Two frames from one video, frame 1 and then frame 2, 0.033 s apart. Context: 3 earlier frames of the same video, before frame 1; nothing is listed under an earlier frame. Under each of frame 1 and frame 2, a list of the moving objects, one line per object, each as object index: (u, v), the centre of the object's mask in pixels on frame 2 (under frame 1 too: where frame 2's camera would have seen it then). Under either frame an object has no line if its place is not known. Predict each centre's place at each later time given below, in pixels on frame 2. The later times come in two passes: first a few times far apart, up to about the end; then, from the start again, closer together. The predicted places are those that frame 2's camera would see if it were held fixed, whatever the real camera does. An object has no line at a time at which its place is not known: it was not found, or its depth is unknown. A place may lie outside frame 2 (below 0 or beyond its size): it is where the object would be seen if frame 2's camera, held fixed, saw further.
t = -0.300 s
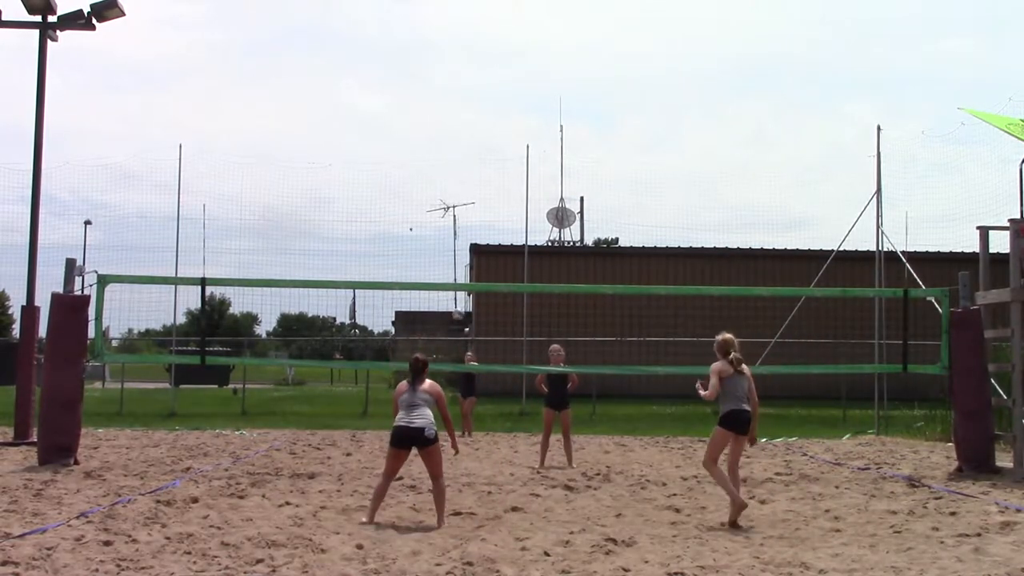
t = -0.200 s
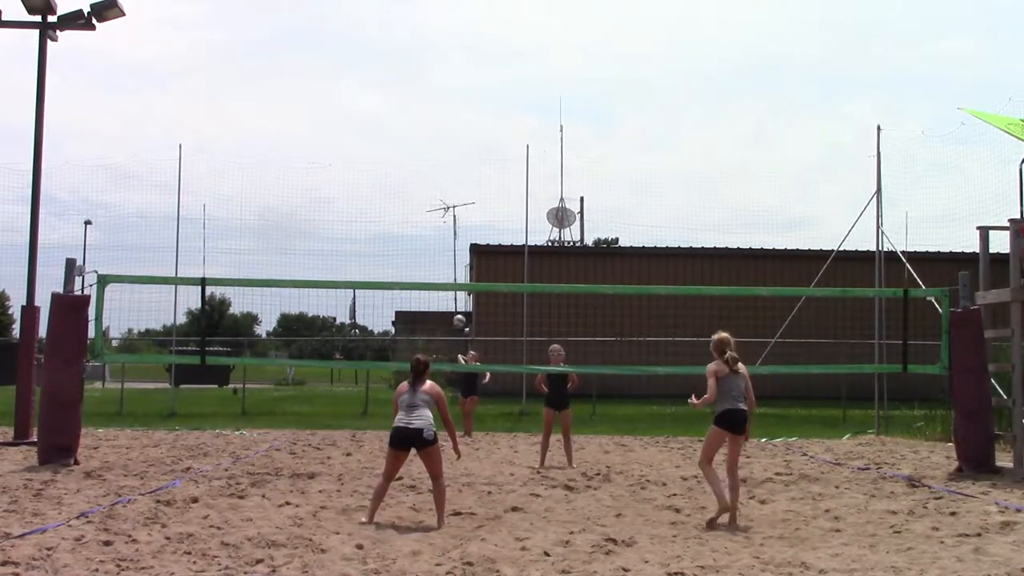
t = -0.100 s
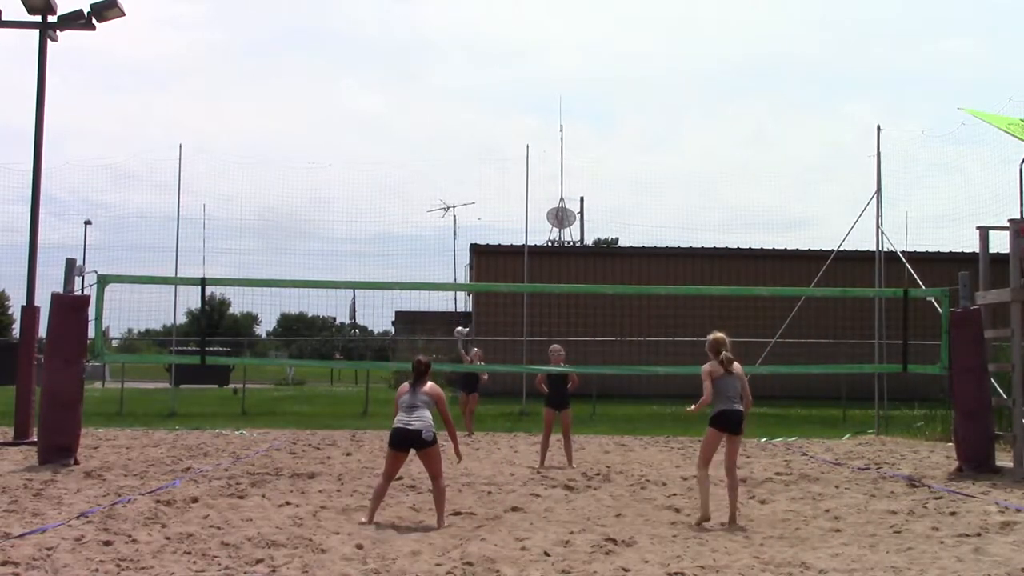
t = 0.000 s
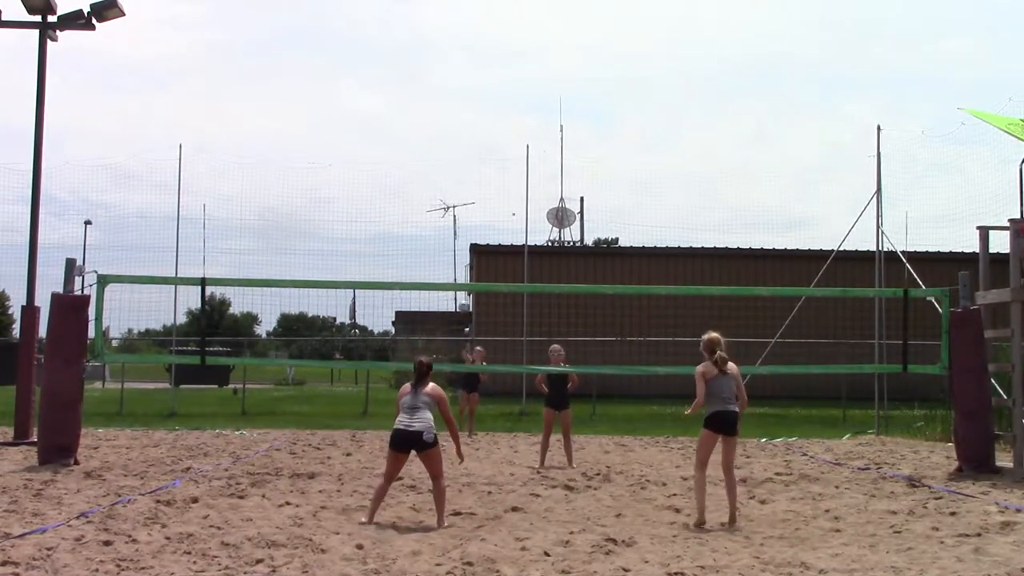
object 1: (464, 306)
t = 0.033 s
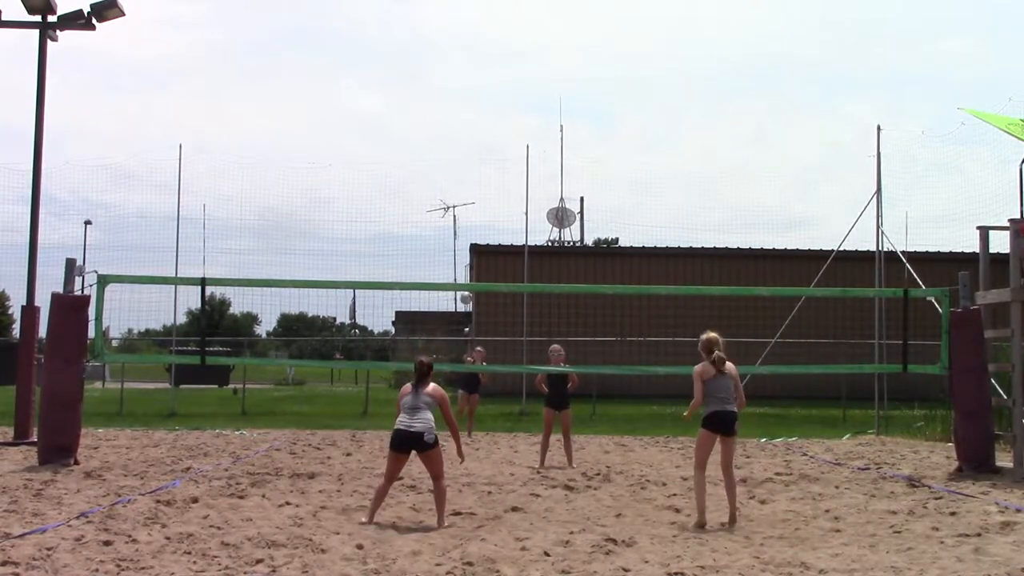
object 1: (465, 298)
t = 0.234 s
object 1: (478, 251)
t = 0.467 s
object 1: (495, 218)
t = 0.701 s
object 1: (512, 218)
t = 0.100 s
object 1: (470, 279)
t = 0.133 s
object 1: (472, 273)
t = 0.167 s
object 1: (474, 265)
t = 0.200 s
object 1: (476, 258)
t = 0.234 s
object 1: (478, 251)
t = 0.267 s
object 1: (481, 245)
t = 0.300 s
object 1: (483, 239)
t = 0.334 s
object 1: (486, 233)
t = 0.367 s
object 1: (488, 229)
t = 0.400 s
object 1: (491, 224)
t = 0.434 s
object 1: (493, 221)
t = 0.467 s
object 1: (495, 218)
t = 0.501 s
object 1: (498, 214)
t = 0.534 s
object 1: (501, 213)
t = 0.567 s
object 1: (502, 212)
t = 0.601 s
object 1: (505, 212)
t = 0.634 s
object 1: (508, 213)
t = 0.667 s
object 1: (510, 215)
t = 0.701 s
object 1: (512, 218)
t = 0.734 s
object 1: (515, 223)
